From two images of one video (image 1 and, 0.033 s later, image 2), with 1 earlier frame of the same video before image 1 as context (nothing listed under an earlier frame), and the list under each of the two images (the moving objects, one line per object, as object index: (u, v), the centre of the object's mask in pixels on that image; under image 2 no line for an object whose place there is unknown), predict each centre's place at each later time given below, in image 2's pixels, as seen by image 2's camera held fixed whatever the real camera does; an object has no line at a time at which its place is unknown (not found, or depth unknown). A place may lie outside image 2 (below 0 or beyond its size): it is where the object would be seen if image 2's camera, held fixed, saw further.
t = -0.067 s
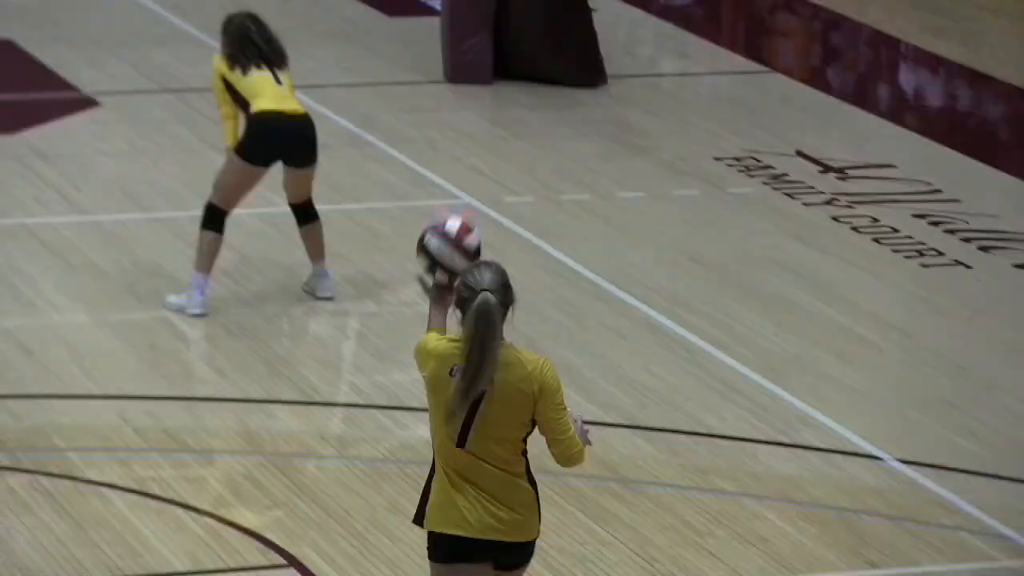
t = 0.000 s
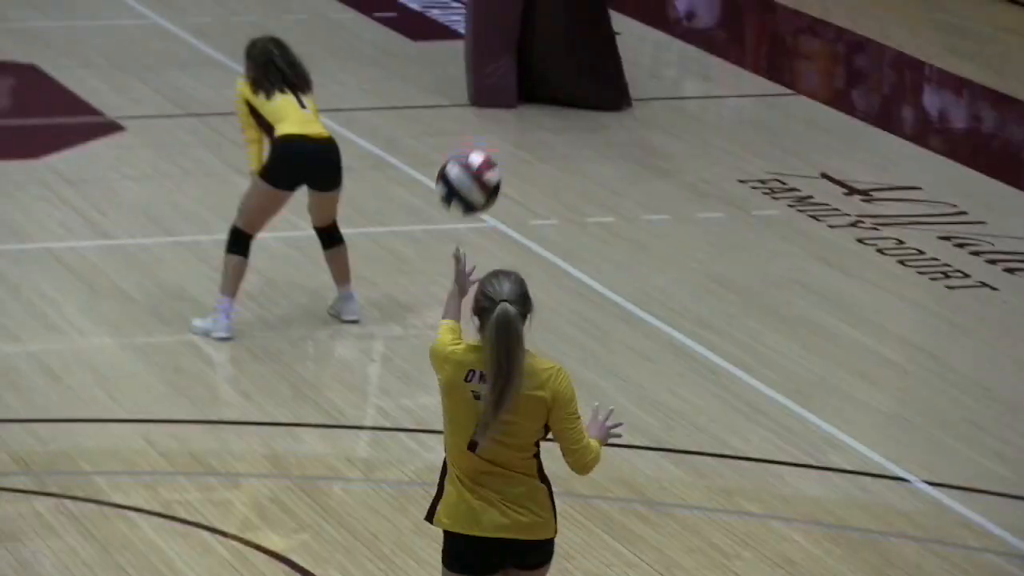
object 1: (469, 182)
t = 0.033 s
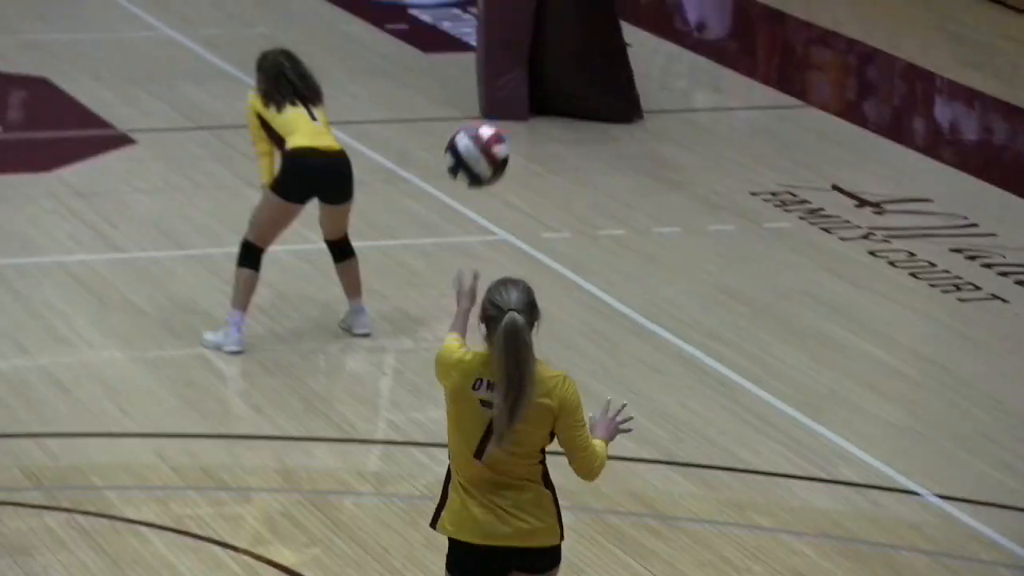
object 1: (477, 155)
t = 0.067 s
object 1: (473, 119)
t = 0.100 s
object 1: (471, 86)
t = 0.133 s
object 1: (468, 56)
